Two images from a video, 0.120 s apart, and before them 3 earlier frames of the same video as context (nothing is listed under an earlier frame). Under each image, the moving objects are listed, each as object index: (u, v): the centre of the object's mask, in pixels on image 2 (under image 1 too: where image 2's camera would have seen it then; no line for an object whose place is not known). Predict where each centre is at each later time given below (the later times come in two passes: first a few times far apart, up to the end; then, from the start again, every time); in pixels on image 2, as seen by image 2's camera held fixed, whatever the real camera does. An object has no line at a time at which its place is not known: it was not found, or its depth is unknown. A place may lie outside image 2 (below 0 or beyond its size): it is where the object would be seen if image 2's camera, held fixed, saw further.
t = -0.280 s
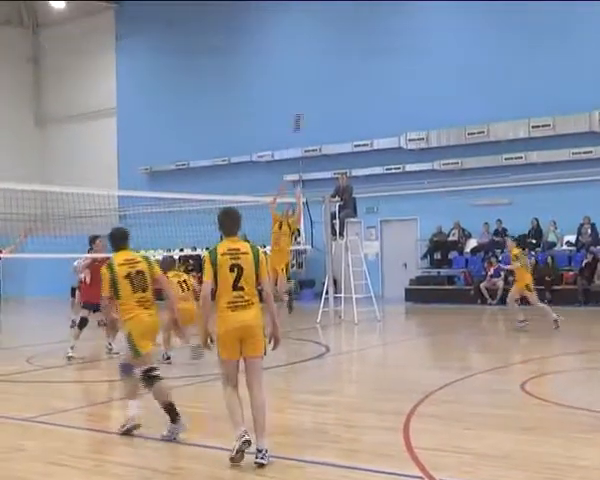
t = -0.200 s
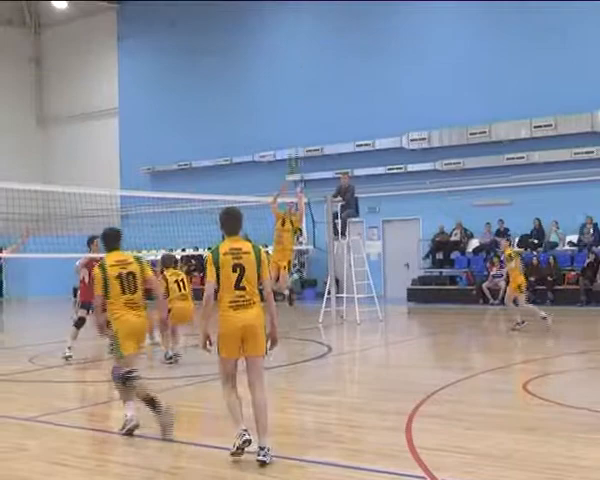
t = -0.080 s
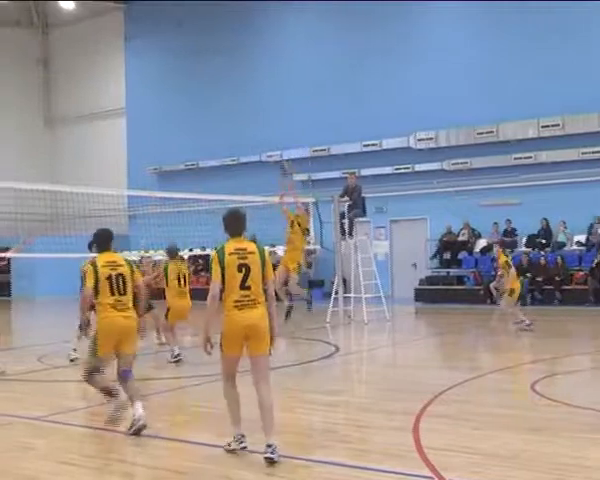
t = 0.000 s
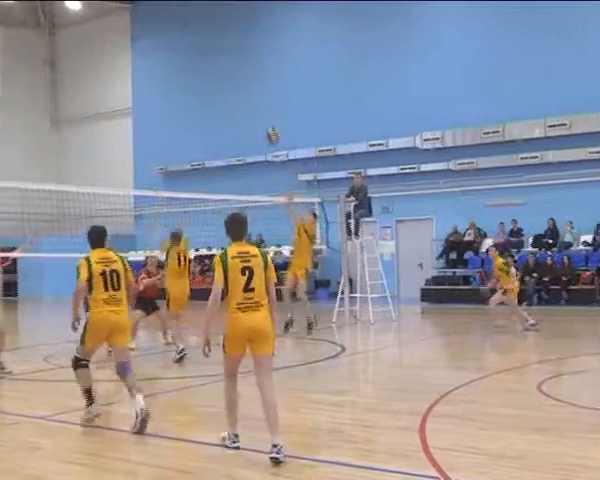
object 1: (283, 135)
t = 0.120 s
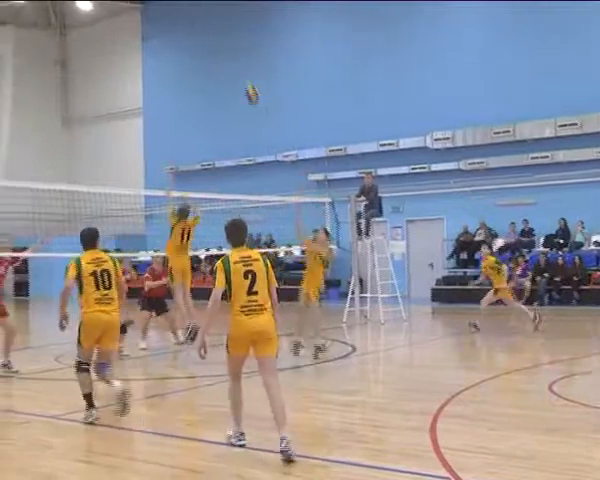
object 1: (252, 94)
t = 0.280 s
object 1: (211, 54)
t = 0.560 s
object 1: (135, 29)
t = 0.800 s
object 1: (62, 60)
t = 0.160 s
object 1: (242, 83)
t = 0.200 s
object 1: (232, 72)
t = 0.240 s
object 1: (222, 63)
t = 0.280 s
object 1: (211, 54)
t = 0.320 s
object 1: (200, 48)
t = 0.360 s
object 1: (189, 42)
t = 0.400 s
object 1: (178, 37)
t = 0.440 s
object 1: (168, 34)
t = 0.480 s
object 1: (157, 31)
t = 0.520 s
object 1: (145, 29)
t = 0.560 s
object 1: (135, 29)
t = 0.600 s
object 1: (123, 32)
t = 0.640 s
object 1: (111, 33)
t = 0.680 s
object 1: (98, 36)
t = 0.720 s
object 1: (89, 42)
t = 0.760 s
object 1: (77, 50)
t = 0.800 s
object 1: (62, 60)
